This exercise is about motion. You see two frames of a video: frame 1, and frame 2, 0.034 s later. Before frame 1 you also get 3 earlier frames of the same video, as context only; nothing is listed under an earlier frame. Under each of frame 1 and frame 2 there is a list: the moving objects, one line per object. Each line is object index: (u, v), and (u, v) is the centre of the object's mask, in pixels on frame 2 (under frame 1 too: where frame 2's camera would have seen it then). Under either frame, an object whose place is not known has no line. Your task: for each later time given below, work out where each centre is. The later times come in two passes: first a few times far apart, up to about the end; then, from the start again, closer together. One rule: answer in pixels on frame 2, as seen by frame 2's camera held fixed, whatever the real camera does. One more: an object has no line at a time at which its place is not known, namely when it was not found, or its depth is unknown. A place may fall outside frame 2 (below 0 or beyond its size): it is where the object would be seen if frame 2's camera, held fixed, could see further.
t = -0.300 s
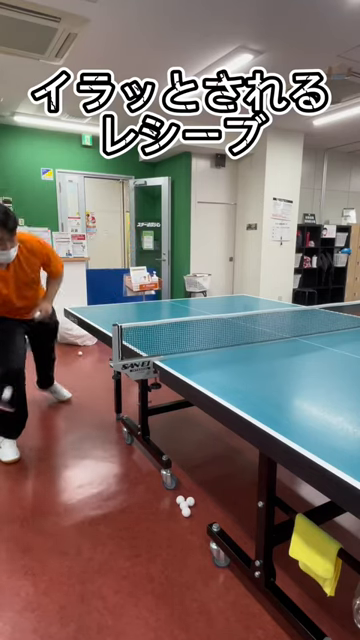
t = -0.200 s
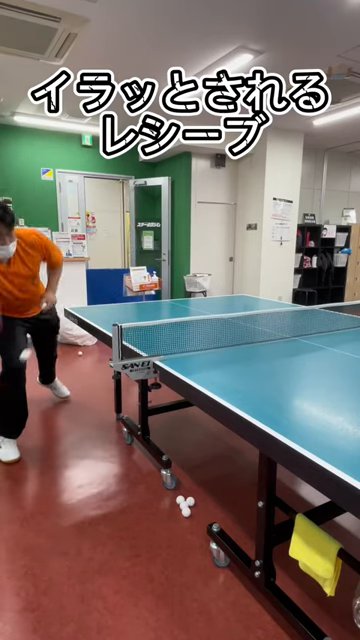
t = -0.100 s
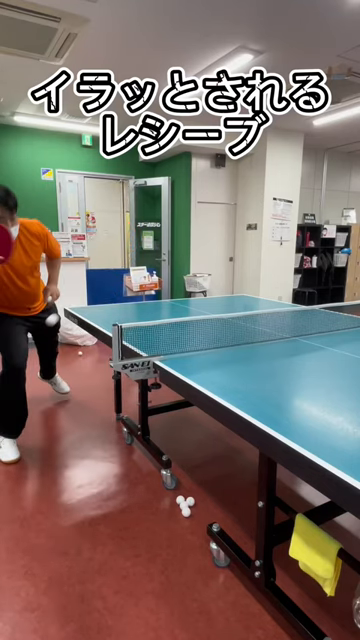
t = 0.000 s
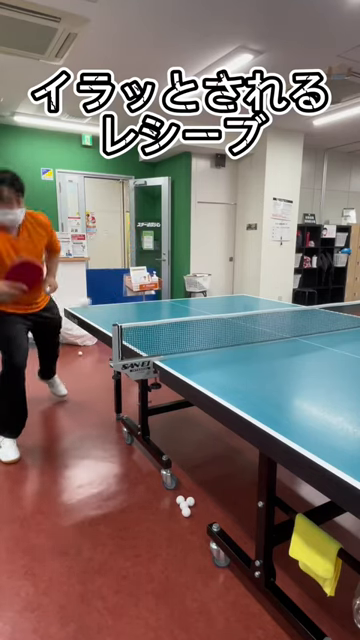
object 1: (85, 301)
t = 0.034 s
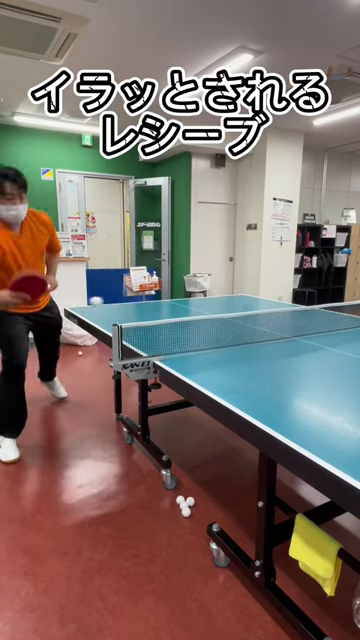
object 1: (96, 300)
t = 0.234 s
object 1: (176, 359)
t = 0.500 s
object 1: (266, 321)
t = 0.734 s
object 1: (323, 339)
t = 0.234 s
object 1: (176, 359)
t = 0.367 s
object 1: (223, 328)
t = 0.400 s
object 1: (234, 322)
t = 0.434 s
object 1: (245, 318)
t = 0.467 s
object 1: (256, 318)
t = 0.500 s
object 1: (266, 321)
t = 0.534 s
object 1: (277, 327)
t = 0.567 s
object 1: (287, 336)
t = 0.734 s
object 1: (323, 339)
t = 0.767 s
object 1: (327, 330)
